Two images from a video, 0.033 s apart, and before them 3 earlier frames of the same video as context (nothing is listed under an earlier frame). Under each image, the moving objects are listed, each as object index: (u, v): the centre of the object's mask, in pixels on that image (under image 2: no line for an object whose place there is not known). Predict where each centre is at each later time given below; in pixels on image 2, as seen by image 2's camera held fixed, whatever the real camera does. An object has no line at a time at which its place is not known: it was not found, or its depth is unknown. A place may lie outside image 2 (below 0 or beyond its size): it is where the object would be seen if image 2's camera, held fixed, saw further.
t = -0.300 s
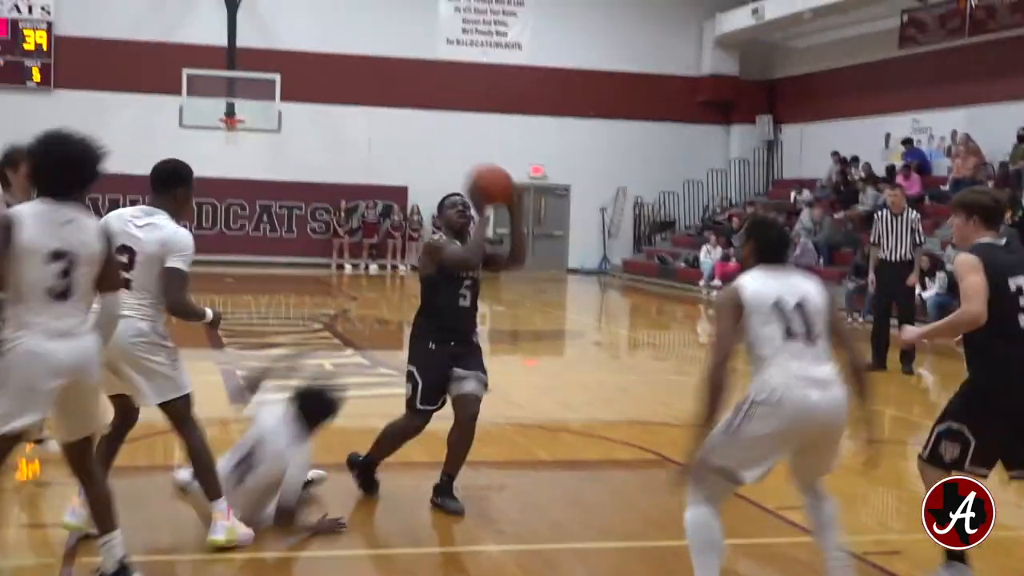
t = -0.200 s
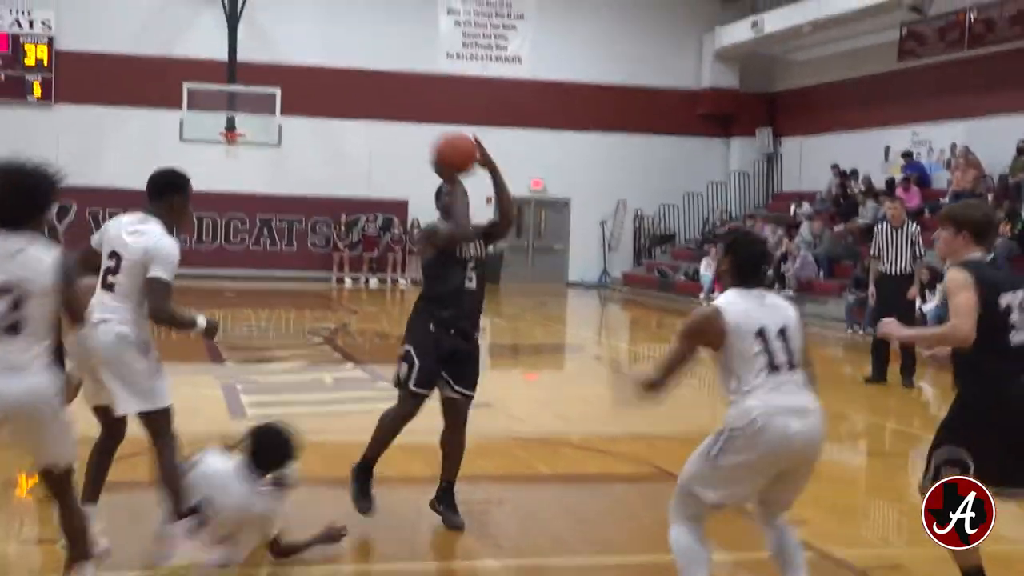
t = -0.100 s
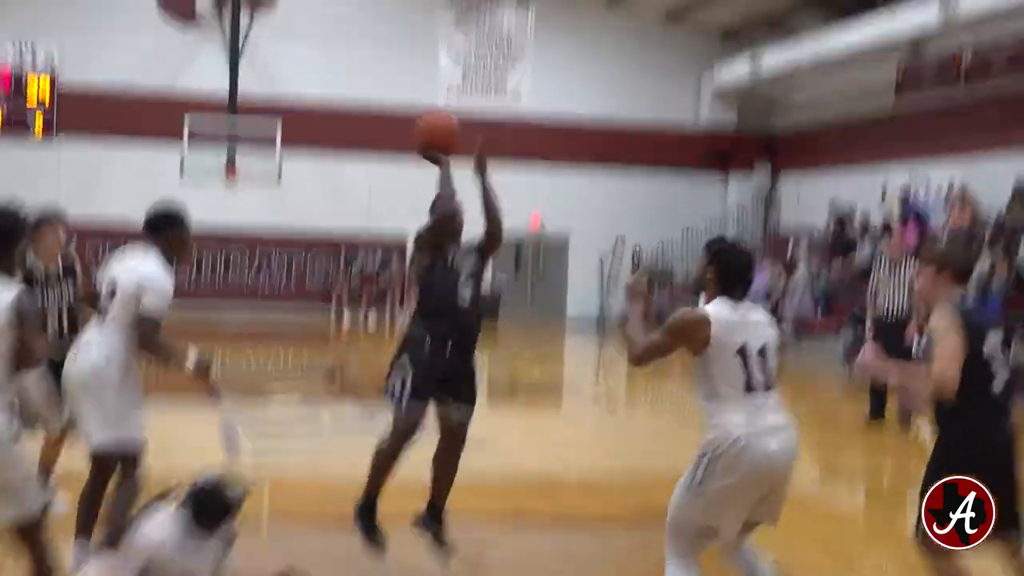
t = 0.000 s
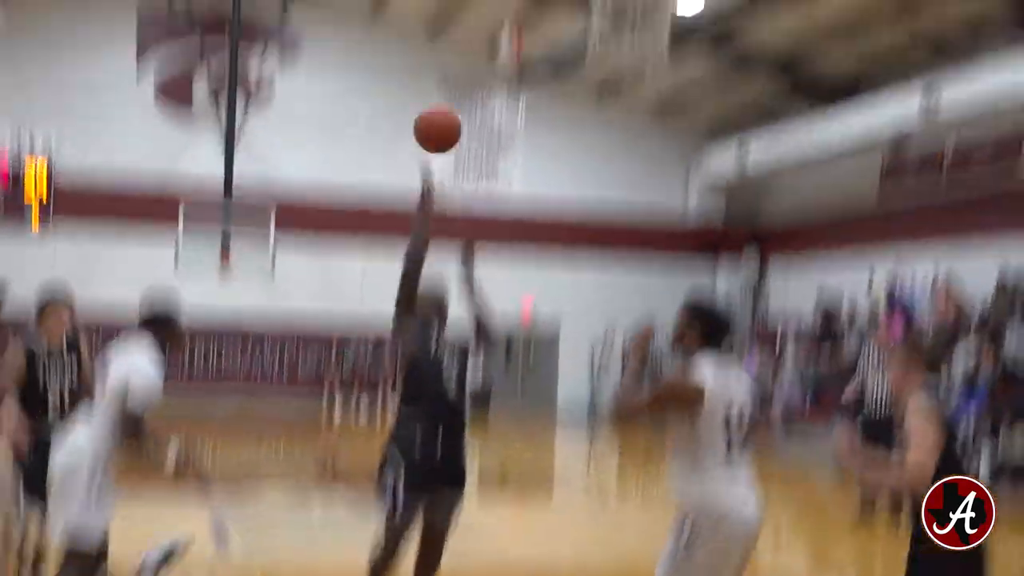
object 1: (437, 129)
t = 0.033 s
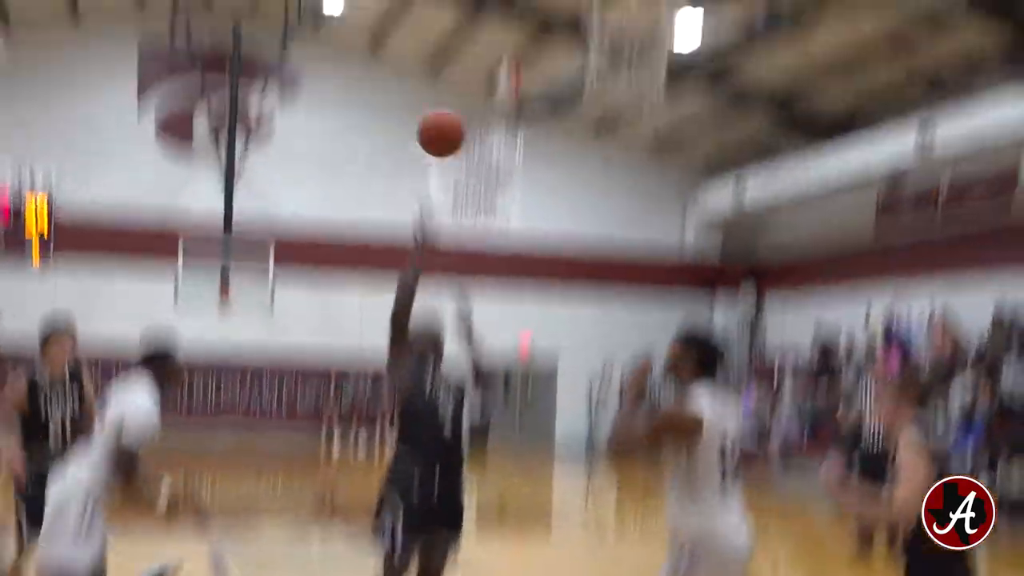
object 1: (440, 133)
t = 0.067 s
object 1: (446, 104)
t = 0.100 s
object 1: (450, 76)
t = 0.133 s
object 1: (454, 50)
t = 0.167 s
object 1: (459, 22)
